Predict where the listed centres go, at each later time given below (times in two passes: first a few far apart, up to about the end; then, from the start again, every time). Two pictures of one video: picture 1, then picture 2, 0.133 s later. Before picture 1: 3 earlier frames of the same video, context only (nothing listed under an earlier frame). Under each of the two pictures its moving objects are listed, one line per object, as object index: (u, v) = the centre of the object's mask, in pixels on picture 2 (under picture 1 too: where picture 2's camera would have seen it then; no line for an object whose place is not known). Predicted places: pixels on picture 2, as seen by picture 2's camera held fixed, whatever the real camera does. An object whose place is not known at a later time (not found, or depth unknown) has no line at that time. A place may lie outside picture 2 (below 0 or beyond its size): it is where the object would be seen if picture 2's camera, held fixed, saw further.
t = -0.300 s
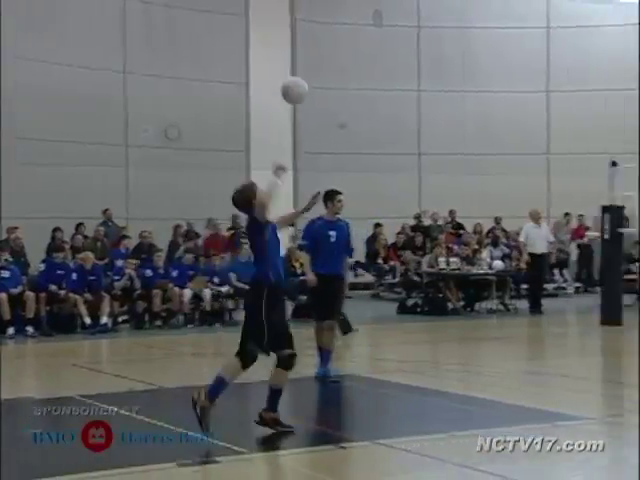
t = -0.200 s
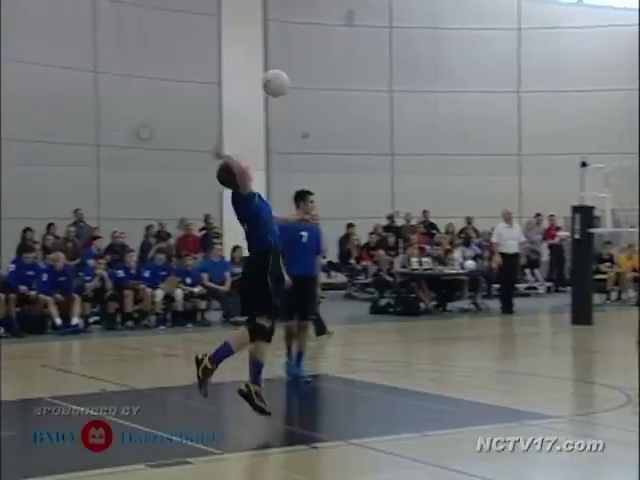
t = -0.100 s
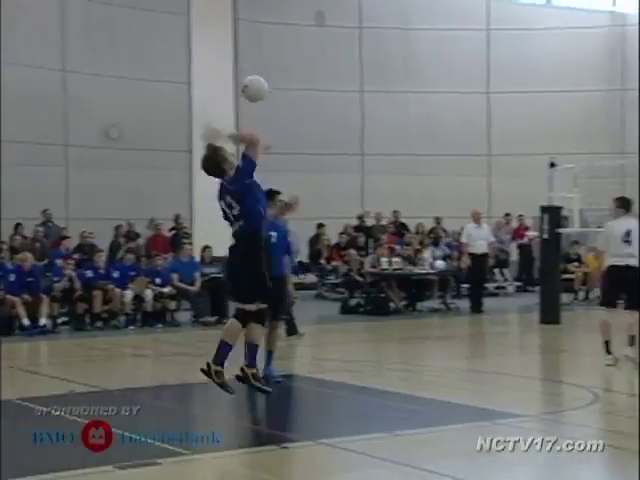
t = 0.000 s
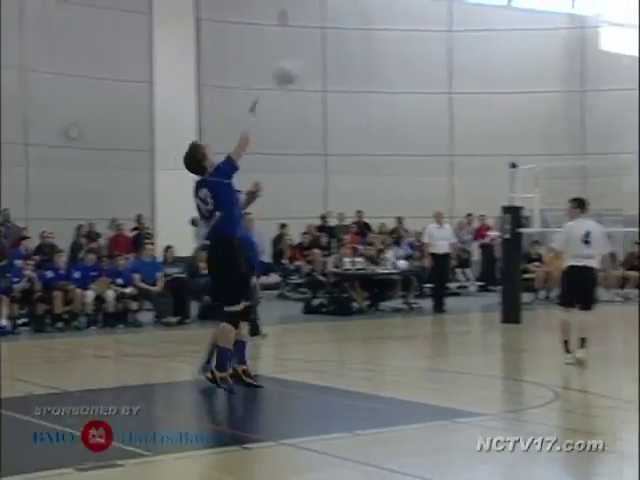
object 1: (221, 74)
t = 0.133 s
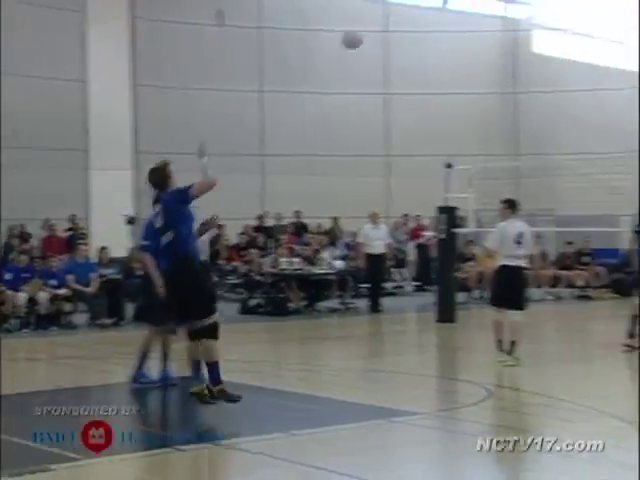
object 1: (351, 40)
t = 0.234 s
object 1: (427, 30)
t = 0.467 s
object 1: (563, 40)
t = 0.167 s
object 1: (379, 35)
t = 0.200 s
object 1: (404, 32)
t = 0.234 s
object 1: (427, 30)
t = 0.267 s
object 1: (449, 30)
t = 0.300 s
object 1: (471, 30)
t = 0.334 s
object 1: (491, 31)
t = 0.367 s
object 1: (510, 34)
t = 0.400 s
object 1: (529, 35)
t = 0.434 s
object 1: (547, 36)
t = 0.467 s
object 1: (563, 40)
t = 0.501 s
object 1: (579, 43)
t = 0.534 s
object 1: (594, 48)
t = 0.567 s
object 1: (608, 53)
